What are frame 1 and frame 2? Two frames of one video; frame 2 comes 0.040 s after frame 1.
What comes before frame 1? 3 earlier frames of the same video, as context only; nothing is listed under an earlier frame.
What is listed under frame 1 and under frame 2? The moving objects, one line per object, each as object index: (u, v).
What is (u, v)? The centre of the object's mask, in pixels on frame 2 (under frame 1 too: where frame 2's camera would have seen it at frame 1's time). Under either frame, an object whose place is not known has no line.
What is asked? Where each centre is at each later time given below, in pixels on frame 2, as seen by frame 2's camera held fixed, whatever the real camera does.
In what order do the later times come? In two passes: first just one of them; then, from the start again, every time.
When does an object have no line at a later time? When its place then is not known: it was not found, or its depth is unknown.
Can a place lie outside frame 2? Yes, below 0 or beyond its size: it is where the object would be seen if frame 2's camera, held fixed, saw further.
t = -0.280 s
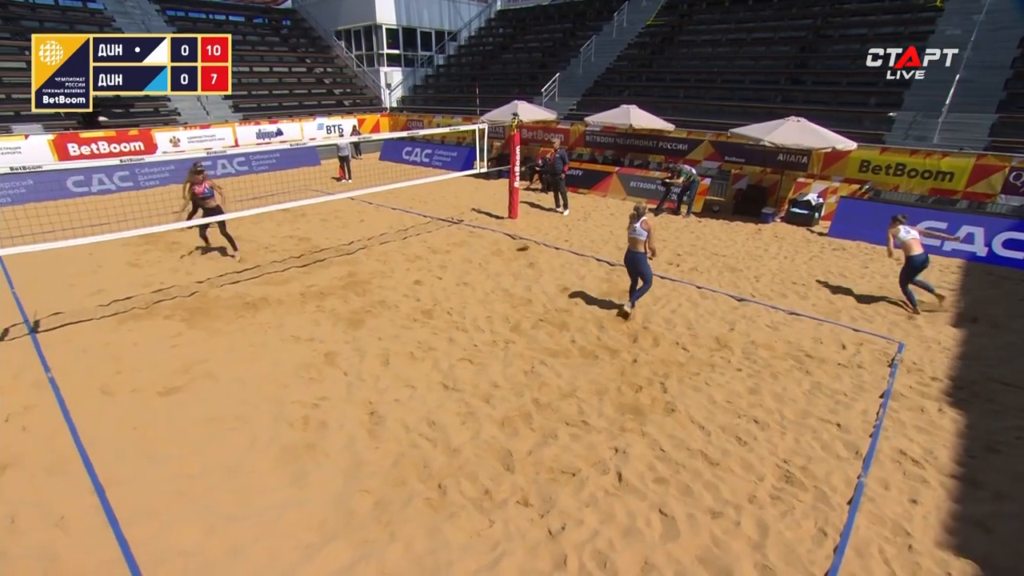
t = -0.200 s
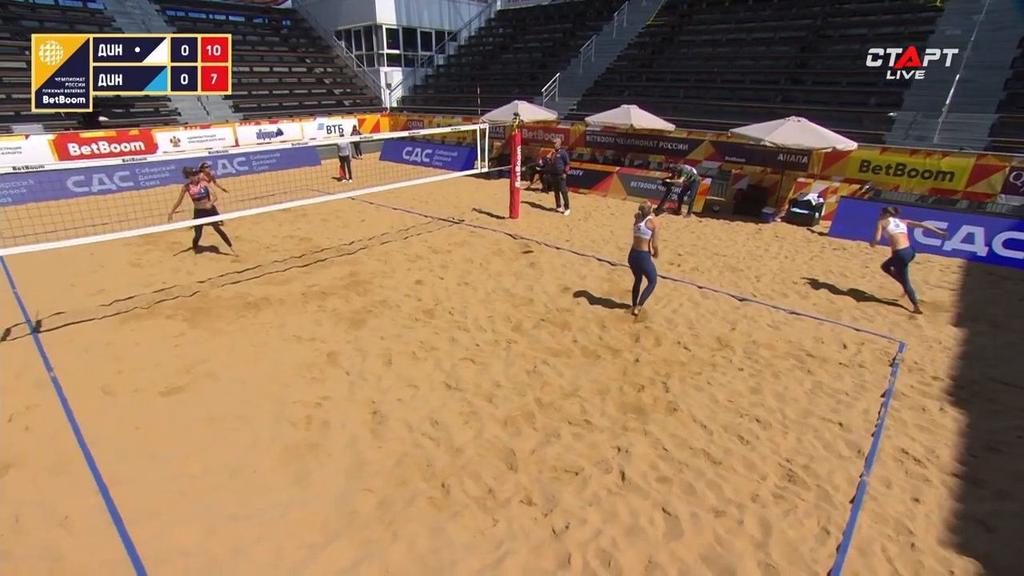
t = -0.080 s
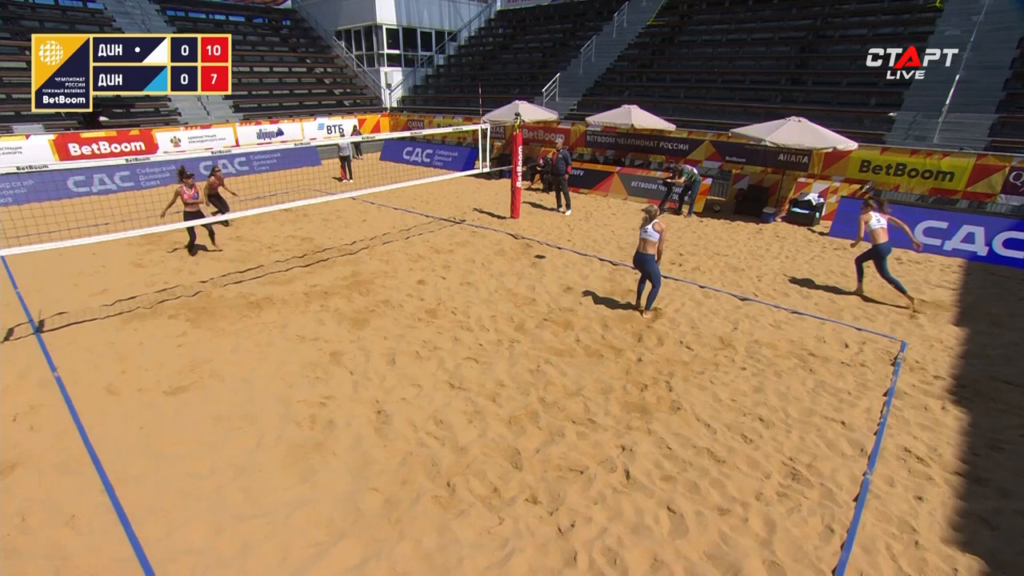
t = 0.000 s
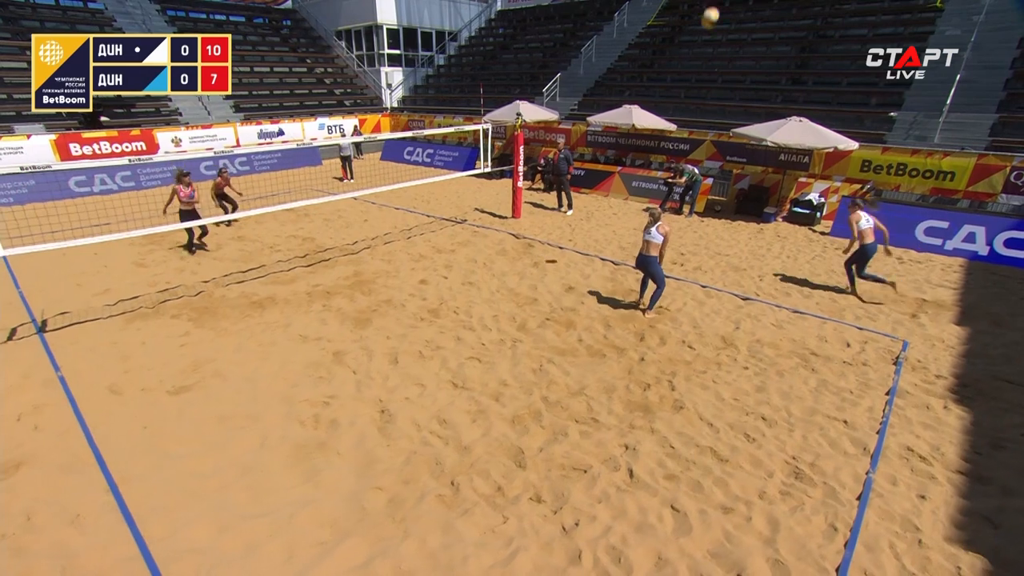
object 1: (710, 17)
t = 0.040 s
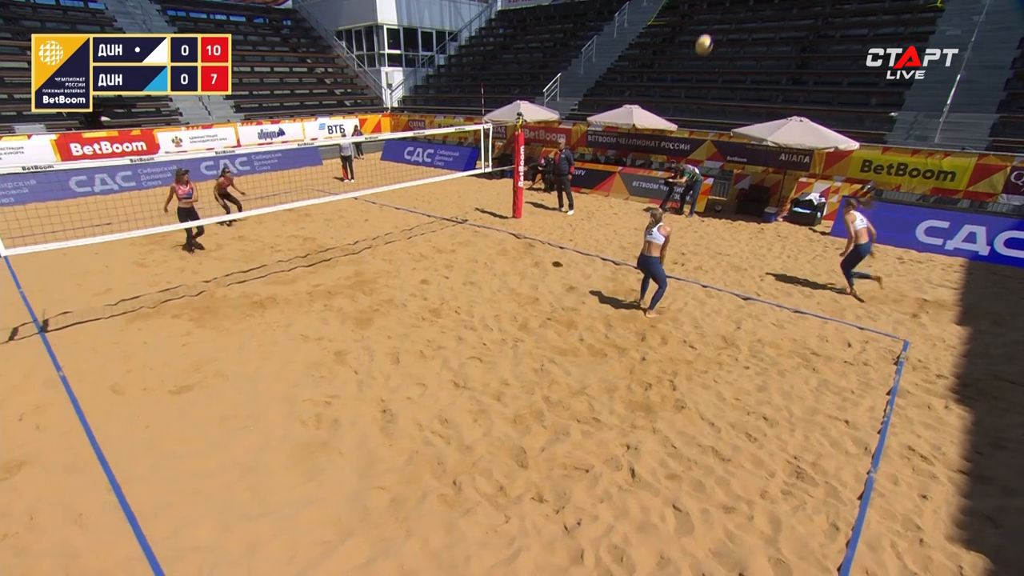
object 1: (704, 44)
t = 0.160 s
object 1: (686, 124)
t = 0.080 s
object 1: (698, 72)
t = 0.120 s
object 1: (692, 98)
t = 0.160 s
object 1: (686, 124)
